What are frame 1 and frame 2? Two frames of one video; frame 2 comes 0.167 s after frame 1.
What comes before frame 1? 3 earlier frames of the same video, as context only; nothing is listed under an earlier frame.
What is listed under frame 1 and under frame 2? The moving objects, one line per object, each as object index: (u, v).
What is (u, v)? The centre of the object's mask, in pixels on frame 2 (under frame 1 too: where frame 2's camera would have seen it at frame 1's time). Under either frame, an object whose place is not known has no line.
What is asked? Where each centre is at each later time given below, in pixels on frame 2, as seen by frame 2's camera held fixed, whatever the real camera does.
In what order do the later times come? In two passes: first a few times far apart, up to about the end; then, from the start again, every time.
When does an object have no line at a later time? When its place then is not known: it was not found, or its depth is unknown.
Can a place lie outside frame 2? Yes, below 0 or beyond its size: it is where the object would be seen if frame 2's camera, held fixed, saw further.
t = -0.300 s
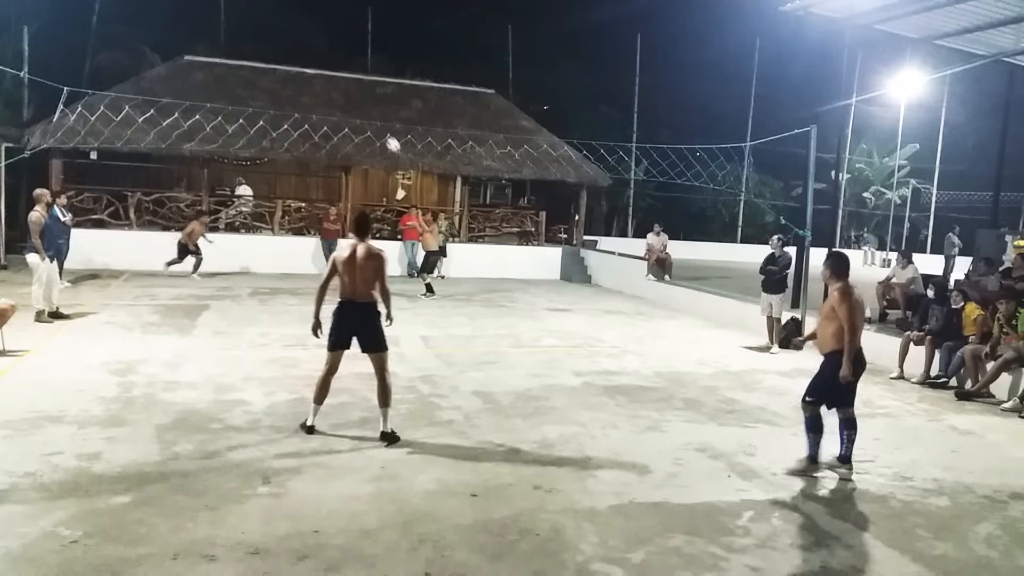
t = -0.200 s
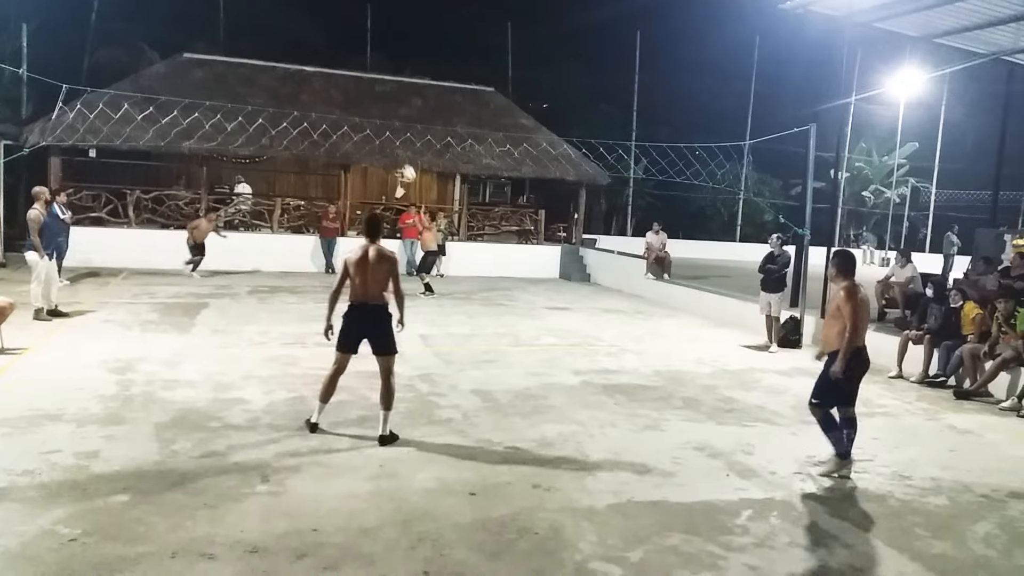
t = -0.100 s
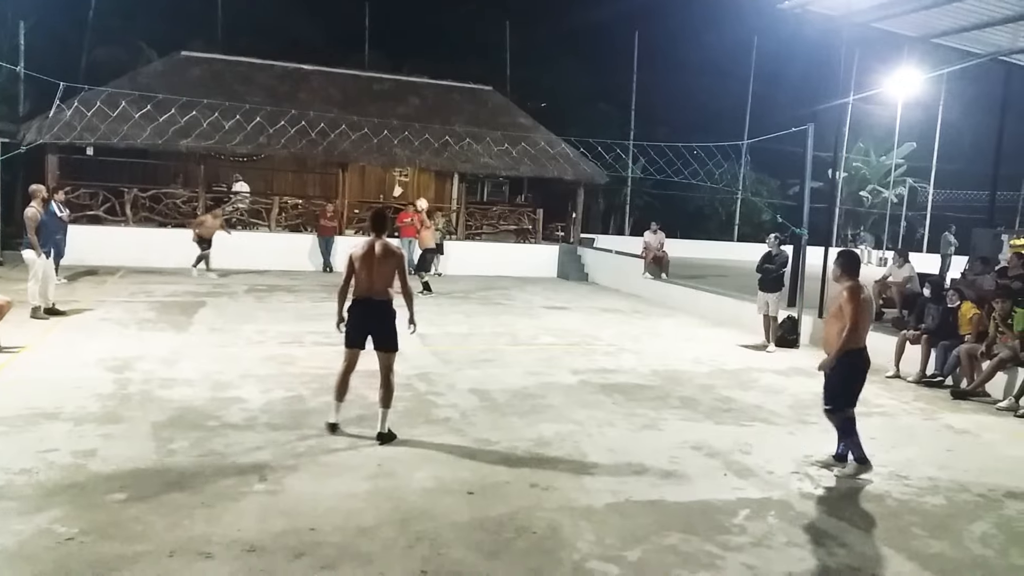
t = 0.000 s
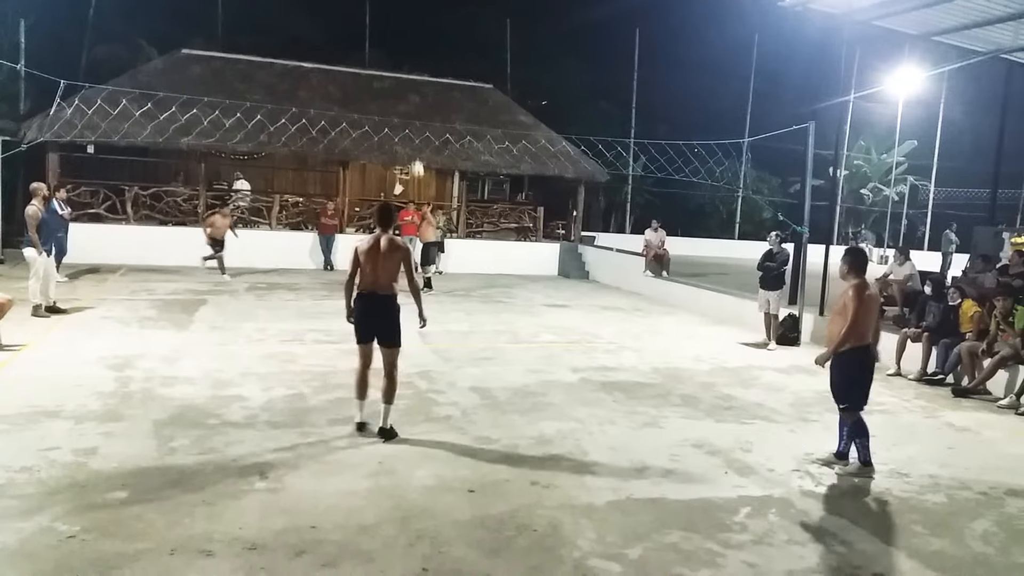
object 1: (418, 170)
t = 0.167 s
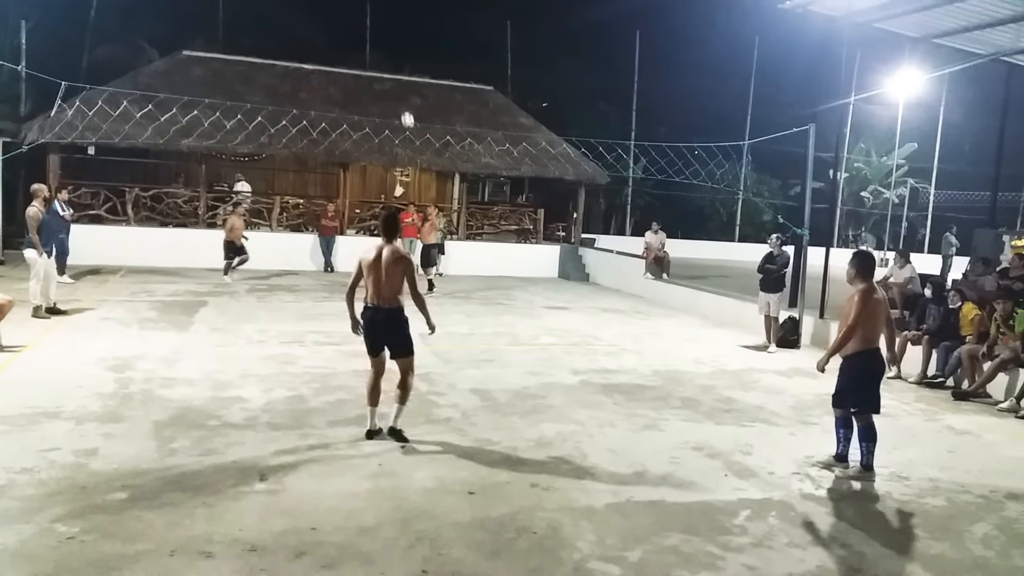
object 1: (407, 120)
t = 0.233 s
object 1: (403, 104)
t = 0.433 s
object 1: (389, 66)
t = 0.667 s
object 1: (370, 50)
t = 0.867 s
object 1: (354, 60)
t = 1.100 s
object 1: (332, 102)
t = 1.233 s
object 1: (320, 140)
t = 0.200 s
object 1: (405, 111)
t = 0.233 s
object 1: (403, 104)
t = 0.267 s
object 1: (401, 96)
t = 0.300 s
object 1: (399, 89)
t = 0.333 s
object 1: (396, 83)
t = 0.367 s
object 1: (394, 77)
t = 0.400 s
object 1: (391, 71)
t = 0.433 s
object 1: (389, 66)
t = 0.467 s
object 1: (386, 62)
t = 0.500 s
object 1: (383, 59)
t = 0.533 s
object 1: (381, 56)
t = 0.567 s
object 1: (378, 54)
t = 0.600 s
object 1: (376, 52)
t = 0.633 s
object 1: (373, 51)
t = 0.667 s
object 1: (370, 50)
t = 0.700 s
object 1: (368, 51)
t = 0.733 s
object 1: (365, 51)
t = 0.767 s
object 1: (362, 53)
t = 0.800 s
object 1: (359, 54)
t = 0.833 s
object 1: (356, 57)
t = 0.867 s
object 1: (354, 60)
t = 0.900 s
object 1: (351, 64)
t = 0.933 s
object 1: (348, 69)
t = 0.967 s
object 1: (345, 74)
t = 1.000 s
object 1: (342, 80)
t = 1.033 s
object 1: (339, 87)
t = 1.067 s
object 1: (336, 94)
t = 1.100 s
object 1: (332, 102)
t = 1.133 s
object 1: (329, 111)
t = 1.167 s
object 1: (326, 120)
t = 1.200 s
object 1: (323, 130)
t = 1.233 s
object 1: (320, 140)
